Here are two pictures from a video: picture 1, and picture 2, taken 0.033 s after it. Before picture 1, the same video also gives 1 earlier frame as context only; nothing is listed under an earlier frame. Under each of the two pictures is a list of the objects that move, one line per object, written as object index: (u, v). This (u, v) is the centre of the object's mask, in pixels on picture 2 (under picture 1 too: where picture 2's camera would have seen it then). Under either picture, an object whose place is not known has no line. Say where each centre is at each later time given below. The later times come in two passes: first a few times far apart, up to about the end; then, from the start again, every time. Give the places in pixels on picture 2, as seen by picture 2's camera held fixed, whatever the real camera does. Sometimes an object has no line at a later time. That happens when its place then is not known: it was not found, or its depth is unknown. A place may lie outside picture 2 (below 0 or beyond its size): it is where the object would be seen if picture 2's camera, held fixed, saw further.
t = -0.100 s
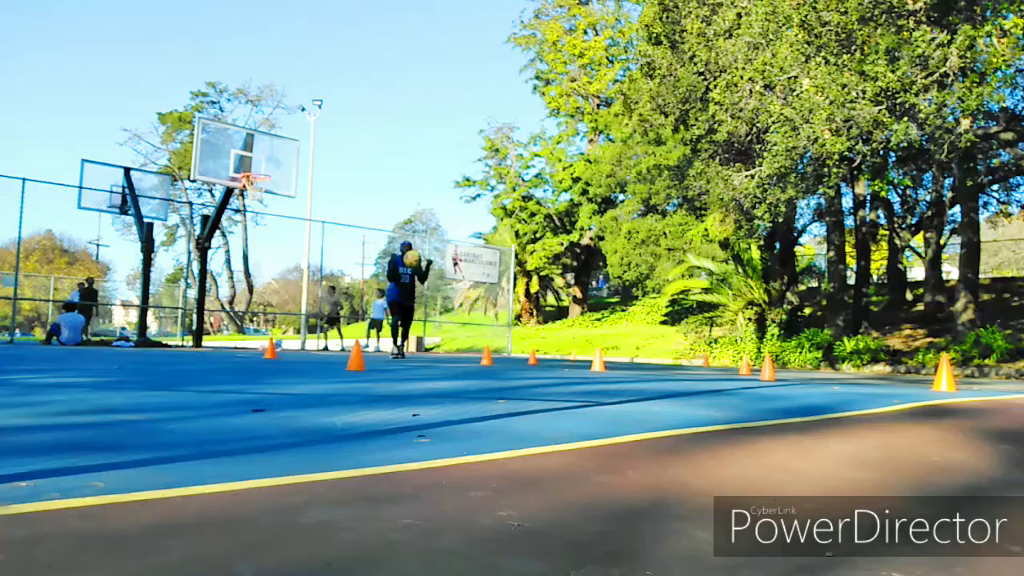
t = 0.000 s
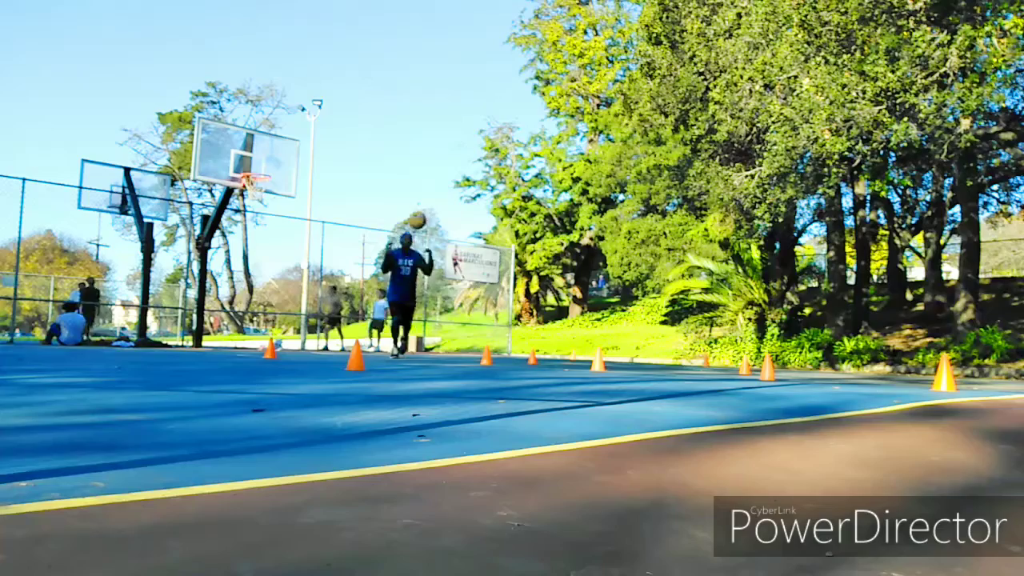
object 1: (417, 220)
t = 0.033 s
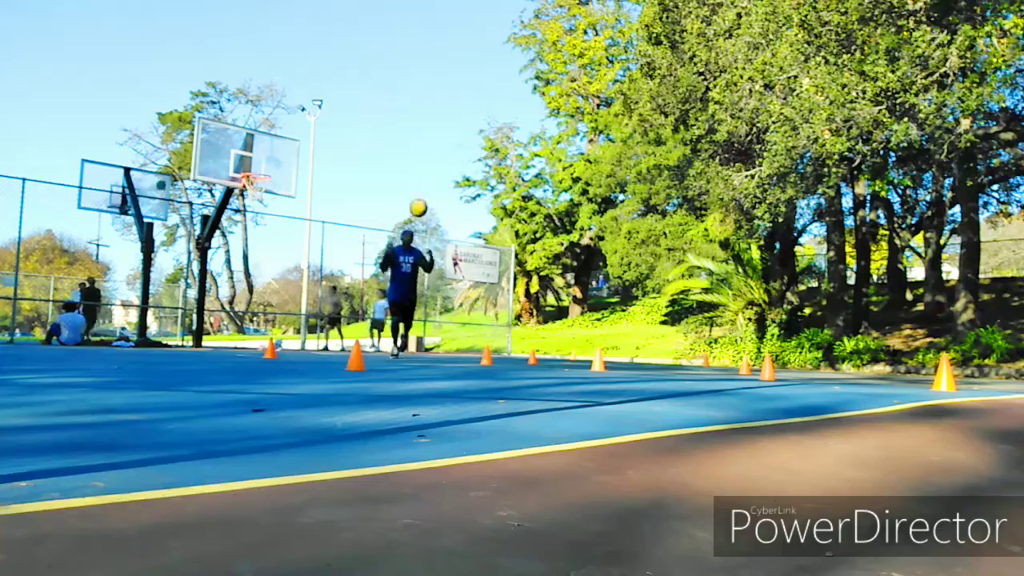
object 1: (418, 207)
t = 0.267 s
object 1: (428, 138)
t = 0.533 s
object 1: (440, 101)
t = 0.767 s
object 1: (452, 122)
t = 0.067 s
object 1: (420, 196)
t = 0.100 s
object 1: (421, 184)
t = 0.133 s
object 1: (423, 174)
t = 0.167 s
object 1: (424, 164)
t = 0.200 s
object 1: (426, 155)
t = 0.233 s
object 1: (427, 146)
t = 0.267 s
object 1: (428, 138)
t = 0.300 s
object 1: (430, 130)
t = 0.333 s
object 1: (431, 124)
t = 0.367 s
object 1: (433, 118)
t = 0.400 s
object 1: (434, 113)
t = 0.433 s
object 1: (436, 108)
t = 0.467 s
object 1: (437, 105)
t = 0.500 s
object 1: (439, 102)
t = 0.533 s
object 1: (440, 101)
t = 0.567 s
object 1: (442, 101)
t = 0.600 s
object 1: (444, 101)
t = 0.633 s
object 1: (446, 103)
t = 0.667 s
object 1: (447, 105)
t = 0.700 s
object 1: (448, 110)
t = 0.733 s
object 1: (450, 115)
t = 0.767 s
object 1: (452, 122)
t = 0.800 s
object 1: (454, 130)
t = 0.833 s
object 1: (455, 140)
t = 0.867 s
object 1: (457, 151)
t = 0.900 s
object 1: (459, 165)
